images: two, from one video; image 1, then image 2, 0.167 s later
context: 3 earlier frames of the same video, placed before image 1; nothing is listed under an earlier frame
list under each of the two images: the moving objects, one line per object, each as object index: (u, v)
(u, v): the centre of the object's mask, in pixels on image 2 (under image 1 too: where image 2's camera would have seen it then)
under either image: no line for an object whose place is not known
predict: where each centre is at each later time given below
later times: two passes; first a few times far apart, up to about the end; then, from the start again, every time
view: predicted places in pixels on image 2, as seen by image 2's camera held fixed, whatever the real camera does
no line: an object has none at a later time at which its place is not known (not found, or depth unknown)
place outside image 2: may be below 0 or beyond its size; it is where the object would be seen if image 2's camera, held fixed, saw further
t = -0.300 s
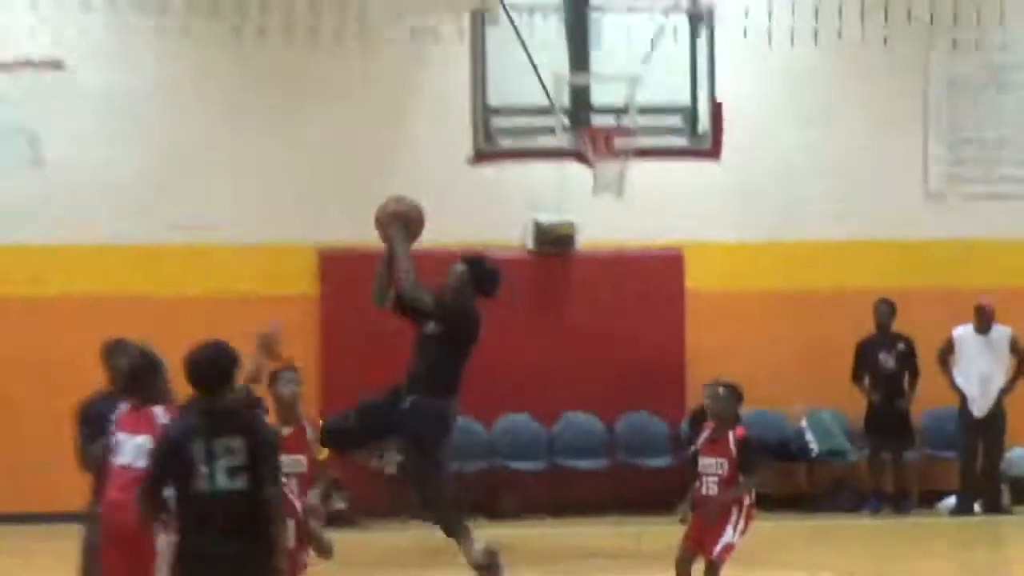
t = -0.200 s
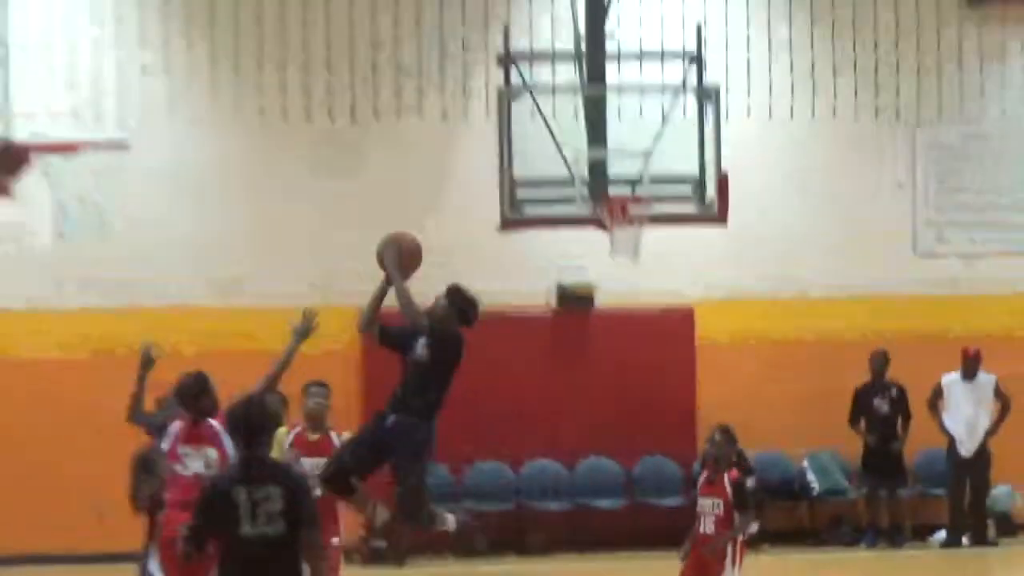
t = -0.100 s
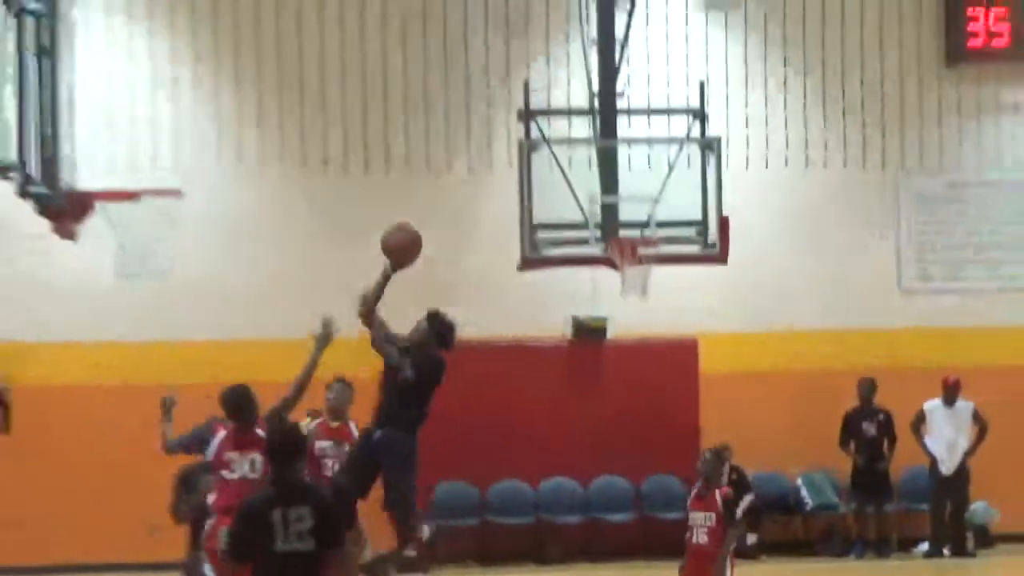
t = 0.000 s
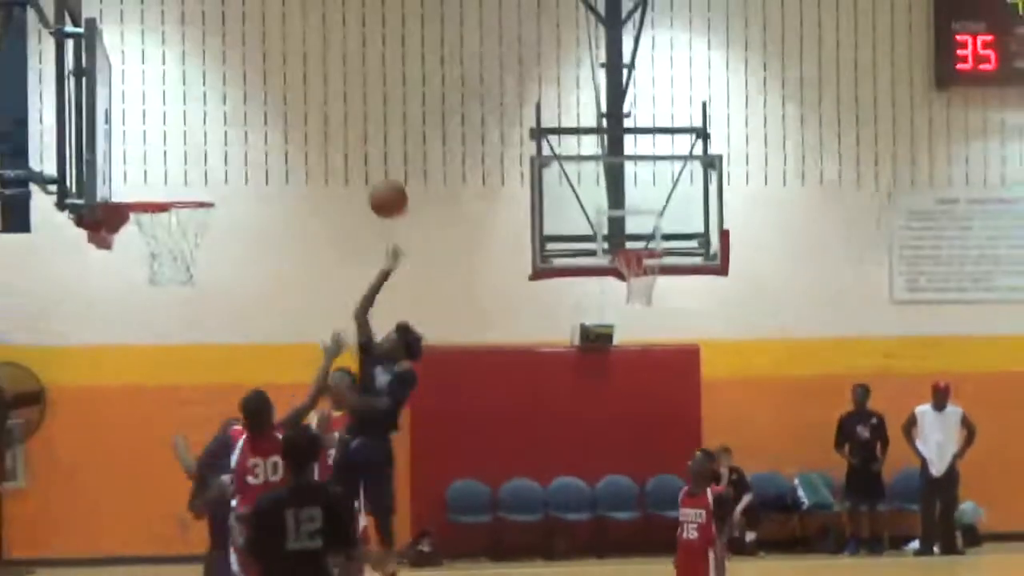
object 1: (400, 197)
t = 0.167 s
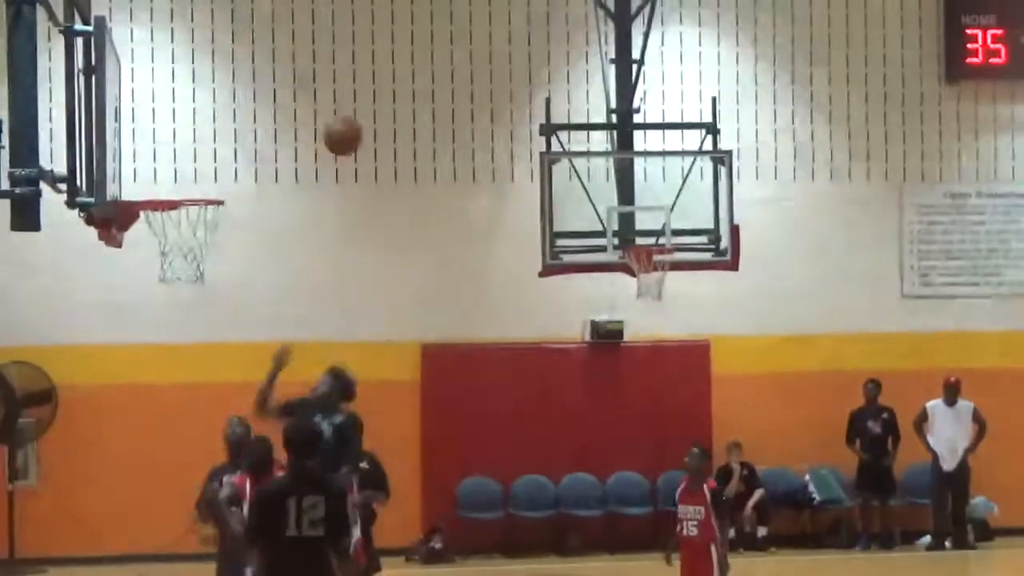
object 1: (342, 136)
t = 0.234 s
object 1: (319, 124)
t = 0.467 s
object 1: (243, 141)
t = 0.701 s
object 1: (176, 180)
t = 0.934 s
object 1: (178, 181)
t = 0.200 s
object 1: (334, 131)
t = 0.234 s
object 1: (319, 124)
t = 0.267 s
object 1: (310, 122)
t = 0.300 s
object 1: (298, 121)
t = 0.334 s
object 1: (287, 121)
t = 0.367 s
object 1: (275, 123)
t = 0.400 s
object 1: (266, 127)
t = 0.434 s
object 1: (253, 133)
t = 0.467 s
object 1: (243, 141)
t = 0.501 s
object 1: (231, 150)
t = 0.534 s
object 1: (221, 161)
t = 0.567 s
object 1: (209, 174)
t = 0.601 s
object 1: (200, 183)
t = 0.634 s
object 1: (191, 181)
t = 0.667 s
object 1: (184, 181)
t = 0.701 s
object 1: (176, 180)
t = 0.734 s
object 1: (169, 183)
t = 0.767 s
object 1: (161, 185)
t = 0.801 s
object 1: (160, 185)
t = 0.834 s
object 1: (165, 182)
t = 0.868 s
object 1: (169, 181)
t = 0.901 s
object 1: (173, 181)
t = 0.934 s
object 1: (178, 181)
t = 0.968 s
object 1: (182, 184)
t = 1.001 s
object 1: (186, 184)
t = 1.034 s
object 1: (188, 182)
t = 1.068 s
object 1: (191, 182)
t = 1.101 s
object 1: (193, 183)
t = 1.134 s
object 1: (196, 185)
